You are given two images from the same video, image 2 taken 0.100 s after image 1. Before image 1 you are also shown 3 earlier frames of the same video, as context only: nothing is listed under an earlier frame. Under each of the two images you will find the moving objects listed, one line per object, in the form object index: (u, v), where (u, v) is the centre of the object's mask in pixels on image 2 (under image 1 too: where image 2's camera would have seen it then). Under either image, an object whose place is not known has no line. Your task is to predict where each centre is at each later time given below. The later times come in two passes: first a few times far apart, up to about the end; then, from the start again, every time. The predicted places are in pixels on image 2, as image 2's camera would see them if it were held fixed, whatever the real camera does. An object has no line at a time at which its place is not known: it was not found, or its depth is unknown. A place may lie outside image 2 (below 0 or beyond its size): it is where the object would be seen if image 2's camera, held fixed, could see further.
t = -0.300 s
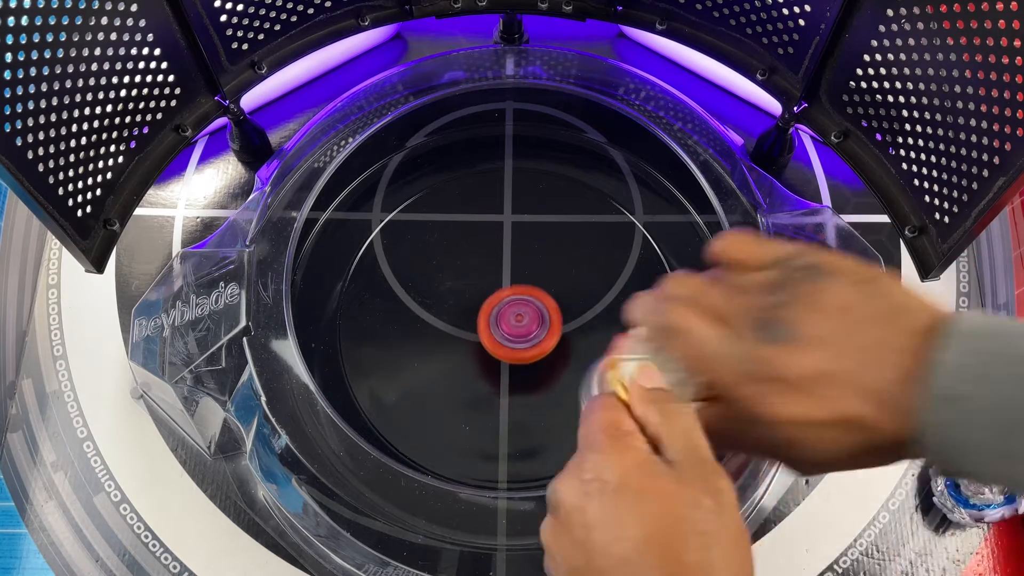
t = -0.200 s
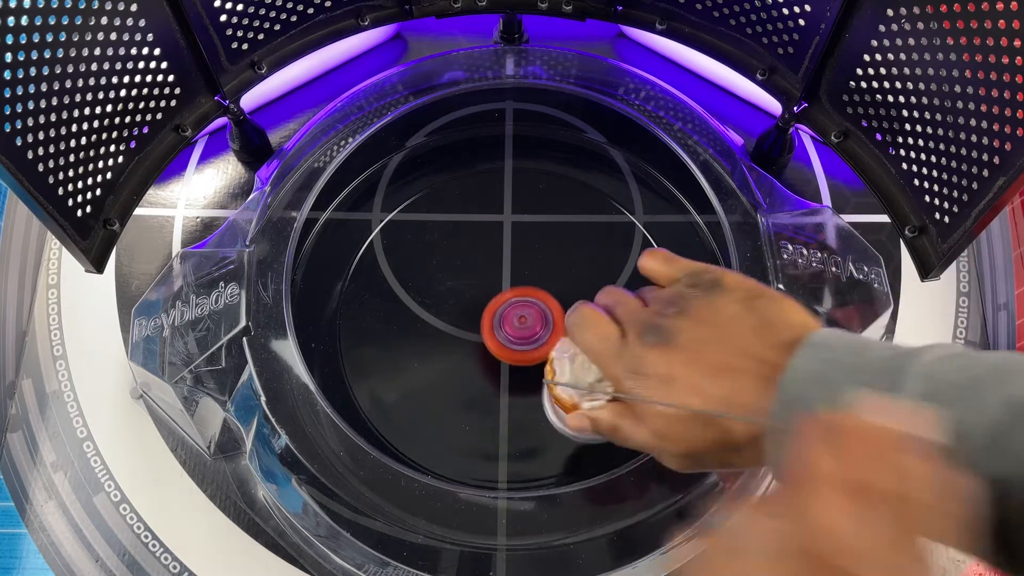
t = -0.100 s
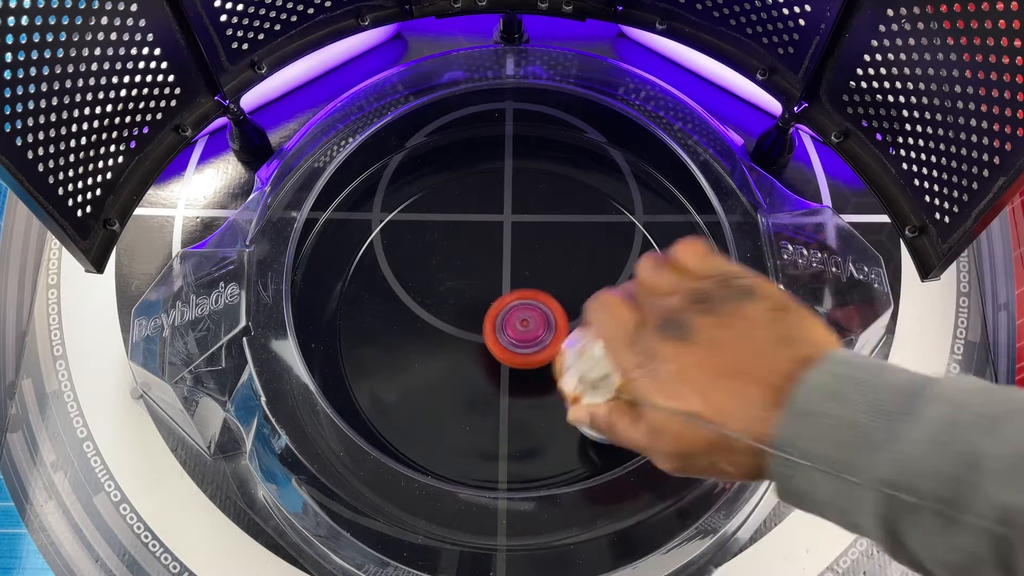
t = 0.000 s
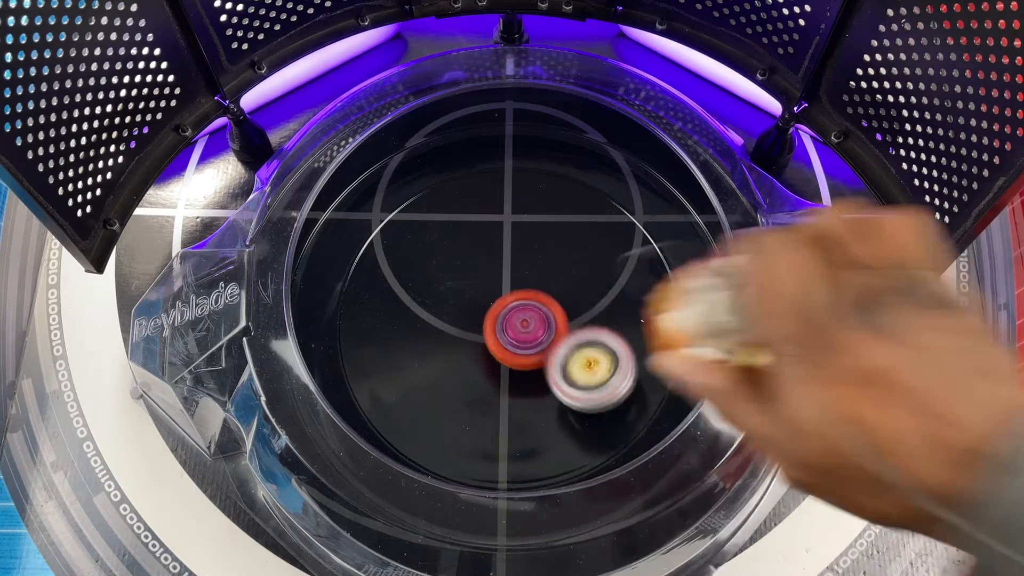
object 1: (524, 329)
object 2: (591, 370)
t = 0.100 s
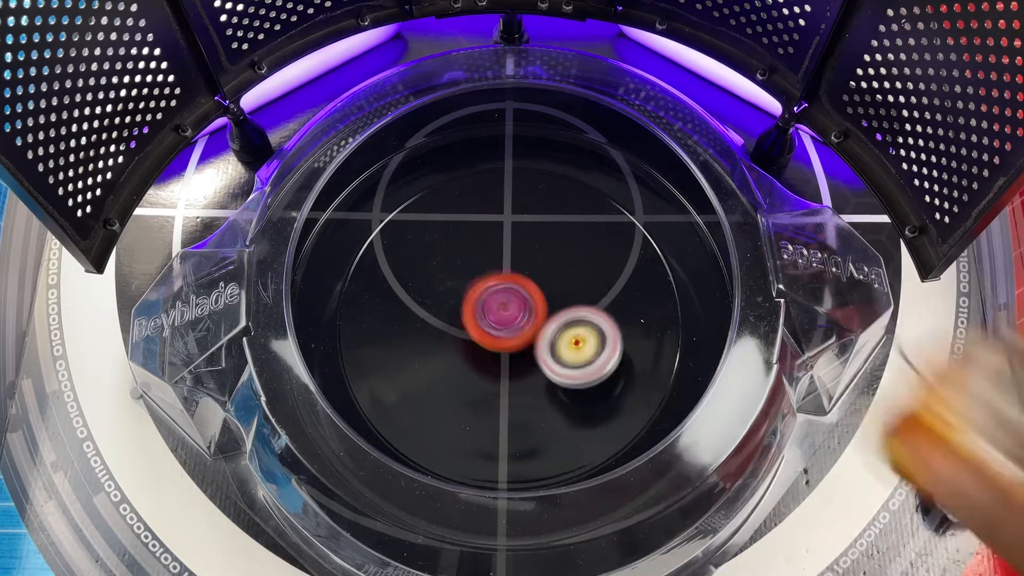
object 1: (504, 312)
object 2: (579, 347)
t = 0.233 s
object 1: (459, 268)
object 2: (583, 339)
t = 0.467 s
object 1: (485, 218)
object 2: (505, 373)
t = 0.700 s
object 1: (564, 225)
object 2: (460, 444)
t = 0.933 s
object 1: (582, 373)
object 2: (477, 375)
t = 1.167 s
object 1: (418, 416)
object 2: (521, 236)
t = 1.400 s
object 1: (383, 258)
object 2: (503, 236)
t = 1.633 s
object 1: (563, 180)
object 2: (457, 363)
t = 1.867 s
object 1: (673, 340)
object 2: (473, 413)
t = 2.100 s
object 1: (460, 478)
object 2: (532, 323)
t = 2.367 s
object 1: (272, 359)
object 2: (500, 215)
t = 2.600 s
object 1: (269, 261)
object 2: (445, 280)
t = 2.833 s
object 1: (322, 236)
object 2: (481, 381)
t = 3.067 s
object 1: (380, 215)
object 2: (548, 335)
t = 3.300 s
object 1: (472, 204)
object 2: (566, 254)
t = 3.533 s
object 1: (539, 268)
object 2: (586, 341)
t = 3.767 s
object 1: (479, 391)
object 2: (562, 434)
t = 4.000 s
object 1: (390, 383)
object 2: (505, 371)
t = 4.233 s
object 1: (415, 301)
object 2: (481, 240)
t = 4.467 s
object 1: (481, 326)
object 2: (570, 178)
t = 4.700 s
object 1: (502, 379)
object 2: (646, 159)
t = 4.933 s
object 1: (490, 344)
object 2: (641, 193)
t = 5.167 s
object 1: (500, 312)
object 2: (566, 270)
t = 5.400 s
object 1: (467, 343)
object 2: (548, 291)
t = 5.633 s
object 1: (452, 353)
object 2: (547, 278)
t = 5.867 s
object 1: (414, 357)
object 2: (599, 249)
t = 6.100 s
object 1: (431, 343)
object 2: (581, 277)
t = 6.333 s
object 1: (412, 385)
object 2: (652, 253)
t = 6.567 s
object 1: (475, 362)
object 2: (563, 299)
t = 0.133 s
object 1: (488, 298)
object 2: (585, 346)
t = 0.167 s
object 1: (475, 286)
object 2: (588, 344)
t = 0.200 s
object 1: (465, 275)
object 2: (588, 342)
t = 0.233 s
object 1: (459, 268)
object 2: (583, 339)
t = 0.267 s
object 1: (456, 263)
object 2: (576, 335)
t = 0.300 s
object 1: (457, 262)
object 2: (566, 331)
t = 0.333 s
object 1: (461, 262)
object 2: (553, 327)
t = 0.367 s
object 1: (467, 264)
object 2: (538, 323)
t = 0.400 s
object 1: (473, 258)
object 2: (525, 329)
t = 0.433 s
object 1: (478, 236)
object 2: (516, 352)
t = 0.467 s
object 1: (485, 218)
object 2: (505, 373)
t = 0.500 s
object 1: (494, 205)
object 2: (496, 392)
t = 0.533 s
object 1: (505, 198)
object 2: (486, 408)
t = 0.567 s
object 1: (517, 195)
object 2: (478, 421)
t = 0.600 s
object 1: (529, 197)
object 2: (471, 432)
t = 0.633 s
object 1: (541, 203)
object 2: (466, 439)
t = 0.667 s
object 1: (553, 212)
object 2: (462, 443)
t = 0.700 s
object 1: (564, 225)
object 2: (460, 444)
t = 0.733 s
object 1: (575, 239)
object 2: (458, 443)
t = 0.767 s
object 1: (585, 257)
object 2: (458, 439)
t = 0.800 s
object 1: (594, 278)
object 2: (459, 432)
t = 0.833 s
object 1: (598, 301)
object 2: (462, 421)
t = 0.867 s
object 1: (598, 325)
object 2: (466, 408)
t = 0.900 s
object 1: (593, 350)
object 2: (471, 393)
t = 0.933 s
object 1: (582, 373)
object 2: (477, 375)
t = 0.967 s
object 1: (566, 394)
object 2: (484, 355)
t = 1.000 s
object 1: (545, 411)
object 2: (492, 333)
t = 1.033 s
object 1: (520, 424)
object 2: (499, 311)
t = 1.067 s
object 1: (494, 431)
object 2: (507, 290)
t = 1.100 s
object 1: (467, 432)
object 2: (513, 269)
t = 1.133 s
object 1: (441, 426)
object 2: (517, 251)
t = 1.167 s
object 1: (418, 416)
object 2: (521, 236)
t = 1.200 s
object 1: (398, 401)
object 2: (523, 225)
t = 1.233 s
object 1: (382, 381)
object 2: (523, 217)
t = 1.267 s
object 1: (371, 359)
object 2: (522, 214)
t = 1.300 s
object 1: (365, 334)
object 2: (519, 214)
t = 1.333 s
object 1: (365, 309)
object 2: (515, 218)
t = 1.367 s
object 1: (371, 283)
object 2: (510, 225)
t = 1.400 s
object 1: (383, 258)
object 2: (503, 236)
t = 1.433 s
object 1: (399, 235)
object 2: (496, 251)
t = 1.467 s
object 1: (420, 215)
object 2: (488, 267)
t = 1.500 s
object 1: (445, 199)
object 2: (480, 287)
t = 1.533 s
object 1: (472, 187)
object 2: (473, 307)
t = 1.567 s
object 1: (502, 179)
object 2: (467, 327)
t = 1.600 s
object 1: (533, 177)
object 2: (461, 345)
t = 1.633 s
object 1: (563, 180)
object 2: (457, 363)
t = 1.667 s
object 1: (591, 188)
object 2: (455, 379)
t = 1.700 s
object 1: (617, 202)
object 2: (454, 391)
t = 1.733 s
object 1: (639, 222)
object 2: (455, 402)
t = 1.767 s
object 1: (655, 248)
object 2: (457, 410)
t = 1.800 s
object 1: (667, 277)
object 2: (461, 414)
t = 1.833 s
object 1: (673, 308)
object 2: (467, 415)
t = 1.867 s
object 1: (673, 340)
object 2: (473, 413)
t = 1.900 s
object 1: (664, 372)
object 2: (481, 407)
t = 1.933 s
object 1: (644, 402)
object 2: (490, 399)
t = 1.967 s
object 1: (619, 430)
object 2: (500, 388)
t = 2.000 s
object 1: (586, 454)
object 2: (509, 376)
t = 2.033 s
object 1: (547, 468)
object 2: (518, 360)
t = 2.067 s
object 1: (504, 475)
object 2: (526, 343)
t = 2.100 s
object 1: (460, 478)
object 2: (532, 323)
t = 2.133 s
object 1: (417, 476)
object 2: (535, 303)
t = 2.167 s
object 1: (377, 474)
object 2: (536, 283)
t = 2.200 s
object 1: (344, 464)
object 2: (534, 264)
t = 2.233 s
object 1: (321, 446)
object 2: (530, 248)
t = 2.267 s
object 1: (300, 426)
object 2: (524, 235)
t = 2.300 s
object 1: (285, 405)
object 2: (517, 225)
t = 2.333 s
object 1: (278, 380)
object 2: (509, 218)
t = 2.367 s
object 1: (272, 359)
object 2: (500, 215)
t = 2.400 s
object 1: (267, 338)
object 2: (490, 215)
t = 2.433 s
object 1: (266, 322)
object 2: (480, 219)
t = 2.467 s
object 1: (264, 306)
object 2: (471, 225)
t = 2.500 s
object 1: (264, 292)
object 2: (462, 235)
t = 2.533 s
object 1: (265, 280)
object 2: (455, 248)
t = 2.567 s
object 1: (269, 270)
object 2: (449, 263)
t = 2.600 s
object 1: (269, 261)
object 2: (445, 280)
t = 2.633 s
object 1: (273, 256)
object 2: (444, 298)
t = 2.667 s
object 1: (279, 254)
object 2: (445, 316)
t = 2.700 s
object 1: (288, 251)
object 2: (448, 333)
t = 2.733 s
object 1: (294, 247)
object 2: (453, 350)
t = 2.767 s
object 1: (301, 244)
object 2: (461, 363)
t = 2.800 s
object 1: (312, 240)
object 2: (471, 373)
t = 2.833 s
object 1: (322, 236)
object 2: (481, 381)
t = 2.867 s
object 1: (335, 233)
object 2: (493, 385)
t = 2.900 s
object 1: (342, 230)
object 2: (504, 385)
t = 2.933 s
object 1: (350, 226)
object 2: (515, 382)
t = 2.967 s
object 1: (357, 223)
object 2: (526, 376)
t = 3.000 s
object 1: (363, 220)
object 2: (535, 366)
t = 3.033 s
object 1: (370, 218)
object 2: (543, 352)
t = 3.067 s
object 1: (380, 215)
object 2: (548, 335)
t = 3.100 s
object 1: (392, 212)
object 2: (551, 317)
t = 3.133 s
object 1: (407, 212)
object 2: (550, 296)
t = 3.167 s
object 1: (425, 213)
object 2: (547, 278)
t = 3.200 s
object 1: (446, 215)
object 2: (542, 261)
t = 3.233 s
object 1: (462, 215)
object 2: (541, 249)
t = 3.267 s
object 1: (466, 208)
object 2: (555, 250)
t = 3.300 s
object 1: (472, 204)
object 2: (566, 254)
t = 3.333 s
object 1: (482, 204)
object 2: (575, 259)
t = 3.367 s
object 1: (493, 208)
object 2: (580, 267)
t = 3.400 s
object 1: (506, 215)
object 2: (582, 275)
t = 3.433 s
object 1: (520, 226)
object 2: (581, 286)
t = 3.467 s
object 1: (531, 238)
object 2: (578, 300)
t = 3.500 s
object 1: (536, 252)
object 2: (584, 320)
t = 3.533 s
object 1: (539, 268)
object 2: (586, 341)
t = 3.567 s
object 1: (541, 287)
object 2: (586, 359)
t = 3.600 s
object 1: (541, 307)
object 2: (581, 375)
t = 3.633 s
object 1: (535, 327)
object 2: (575, 389)
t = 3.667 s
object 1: (525, 346)
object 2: (572, 404)
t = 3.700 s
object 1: (511, 365)
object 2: (570, 417)
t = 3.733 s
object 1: (495, 380)
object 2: (567, 427)
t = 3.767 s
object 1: (479, 391)
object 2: (562, 434)
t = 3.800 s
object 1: (462, 398)
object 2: (556, 436)
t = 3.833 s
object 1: (445, 402)
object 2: (549, 434)
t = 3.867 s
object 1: (430, 404)
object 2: (541, 429)
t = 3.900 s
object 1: (417, 402)
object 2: (532, 419)
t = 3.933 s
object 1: (406, 397)
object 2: (523, 406)
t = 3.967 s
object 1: (396, 391)
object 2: (514, 390)
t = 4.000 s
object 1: (390, 383)
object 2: (505, 371)
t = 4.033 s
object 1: (386, 374)
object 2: (498, 350)
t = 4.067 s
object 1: (385, 363)
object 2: (492, 328)
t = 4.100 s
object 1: (386, 351)
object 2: (486, 305)
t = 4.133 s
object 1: (390, 338)
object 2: (483, 285)
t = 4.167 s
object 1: (396, 325)
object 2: (481, 266)
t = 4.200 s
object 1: (404, 313)
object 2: (481, 251)
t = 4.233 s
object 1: (415, 301)
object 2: (481, 240)
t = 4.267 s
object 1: (425, 292)
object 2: (487, 230)
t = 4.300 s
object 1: (436, 287)
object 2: (496, 222)
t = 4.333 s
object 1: (448, 282)
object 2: (505, 217)
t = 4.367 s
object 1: (462, 279)
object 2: (514, 217)
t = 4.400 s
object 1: (471, 288)
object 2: (529, 207)
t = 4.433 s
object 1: (476, 308)
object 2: (550, 191)
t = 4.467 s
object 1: (481, 326)
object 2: (570, 178)
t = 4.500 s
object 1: (487, 343)
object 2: (586, 170)
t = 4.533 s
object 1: (493, 356)
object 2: (599, 166)
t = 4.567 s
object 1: (497, 367)
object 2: (612, 163)
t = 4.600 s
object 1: (500, 375)
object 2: (622, 161)
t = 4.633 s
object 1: (502, 379)
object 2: (631, 160)
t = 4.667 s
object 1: (502, 380)
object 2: (639, 159)
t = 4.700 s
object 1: (502, 379)
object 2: (646, 159)
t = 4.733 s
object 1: (501, 375)
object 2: (650, 161)
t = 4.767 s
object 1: (499, 372)
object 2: (650, 166)
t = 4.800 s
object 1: (497, 367)
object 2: (648, 173)
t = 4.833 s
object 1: (494, 362)
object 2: (647, 177)
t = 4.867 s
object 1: (492, 357)
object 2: (646, 182)
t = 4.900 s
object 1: (491, 351)
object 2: (644, 187)
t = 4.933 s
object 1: (490, 344)
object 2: (641, 193)
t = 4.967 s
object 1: (489, 338)
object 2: (637, 199)
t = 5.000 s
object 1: (490, 332)
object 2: (633, 205)
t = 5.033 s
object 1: (491, 326)
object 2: (625, 215)
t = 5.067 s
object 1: (493, 321)
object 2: (613, 227)
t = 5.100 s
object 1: (496, 317)
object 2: (599, 241)
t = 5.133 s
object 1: (499, 313)
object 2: (582, 256)
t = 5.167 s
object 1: (500, 312)
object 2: (566, 270)
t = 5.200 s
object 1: (493, 317)
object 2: (563, 275)
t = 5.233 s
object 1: (483, 324)
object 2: (564, 278)
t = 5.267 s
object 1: (475, 330)
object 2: (564, 280)
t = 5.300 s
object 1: (470, 335)
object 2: (561, 283)
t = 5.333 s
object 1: (469, 337)
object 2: (556, 287)
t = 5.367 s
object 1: (471, 338)
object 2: (549, 292)
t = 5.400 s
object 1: (467, 343)
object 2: (548, 291)
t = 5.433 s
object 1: (461, 349)
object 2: (552, 287)
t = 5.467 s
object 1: (458, 352)
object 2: (552, 286)
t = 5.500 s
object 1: (458, 352)
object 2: (550, 285)
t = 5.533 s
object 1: (460, 351)
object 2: (545, 285)
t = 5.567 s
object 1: (464, 349)
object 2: (539, 287)
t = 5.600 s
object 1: (468, 345)
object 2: (531, 289)
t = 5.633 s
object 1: (452, 353)
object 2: (547, 278)
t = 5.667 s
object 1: (435, 360)
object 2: (565, 266)
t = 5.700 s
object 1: (422, 366)
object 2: (580, 256)
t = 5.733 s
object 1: (414, 368)
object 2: (591, 249)
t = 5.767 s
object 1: (409, 367)
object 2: (598, 245)
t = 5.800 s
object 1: (409, 365)
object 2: (601, 245)
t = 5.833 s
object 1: (410, 361)
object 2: (601, 246)
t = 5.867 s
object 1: (414, 357)
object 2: (599, 249)
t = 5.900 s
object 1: (420, 352)
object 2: (592, 255)
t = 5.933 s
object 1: (427, 346)
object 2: (585, 263)
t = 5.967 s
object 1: (436, 341)
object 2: (574, 271)
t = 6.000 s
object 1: (447, 334)
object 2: (561, 281)
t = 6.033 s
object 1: (458, 328)
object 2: (546, 293)
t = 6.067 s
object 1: (451, 333)
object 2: (555, 291)
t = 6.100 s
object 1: (431, 343)
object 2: (581, 277)
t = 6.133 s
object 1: (413, 358)
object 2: (604, 266)
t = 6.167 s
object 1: (402, 367)
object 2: (623, 258)
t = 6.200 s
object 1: (395, 376)
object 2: (638, 252)
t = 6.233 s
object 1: (394, 382)
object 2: (649, 248)
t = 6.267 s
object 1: (397, 385)
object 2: (655, 248)
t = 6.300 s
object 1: (402, 386)
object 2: (655, 249)
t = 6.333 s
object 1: (412, 385)
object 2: (652, 253)
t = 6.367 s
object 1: (422, 383)
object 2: (643, 260)
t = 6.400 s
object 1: (434, 379)
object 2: (631, 267)
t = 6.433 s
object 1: (447, 373)
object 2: (617, 276)
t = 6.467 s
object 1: (461, 367)
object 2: (599, 287)
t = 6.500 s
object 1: (476, 360)
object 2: (578, 298)
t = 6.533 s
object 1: (488, 353)
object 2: (558, 309)
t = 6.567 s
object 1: (475, 362)
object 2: (563, 299)
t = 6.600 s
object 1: (465, 368)
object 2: (567, 290)
